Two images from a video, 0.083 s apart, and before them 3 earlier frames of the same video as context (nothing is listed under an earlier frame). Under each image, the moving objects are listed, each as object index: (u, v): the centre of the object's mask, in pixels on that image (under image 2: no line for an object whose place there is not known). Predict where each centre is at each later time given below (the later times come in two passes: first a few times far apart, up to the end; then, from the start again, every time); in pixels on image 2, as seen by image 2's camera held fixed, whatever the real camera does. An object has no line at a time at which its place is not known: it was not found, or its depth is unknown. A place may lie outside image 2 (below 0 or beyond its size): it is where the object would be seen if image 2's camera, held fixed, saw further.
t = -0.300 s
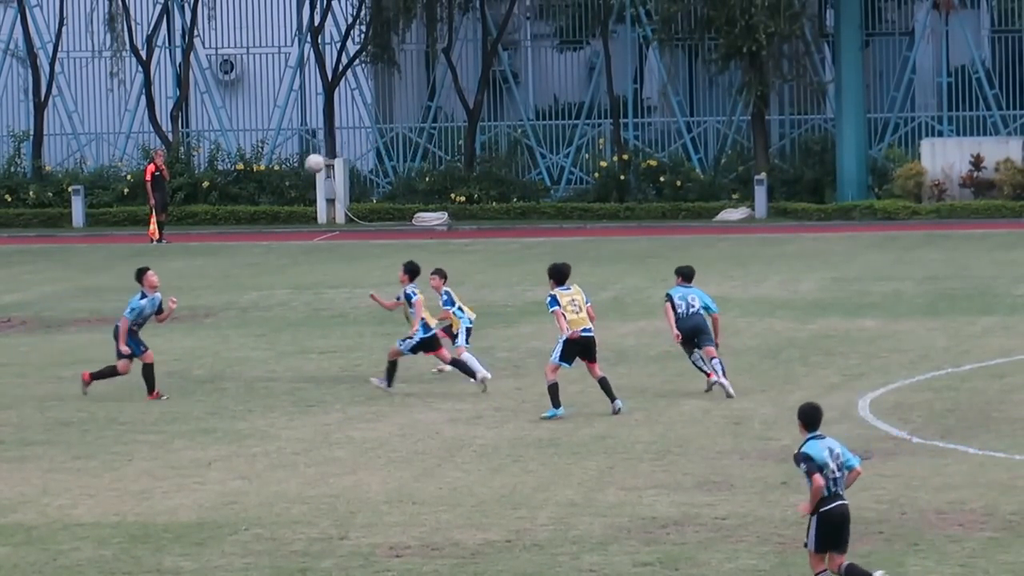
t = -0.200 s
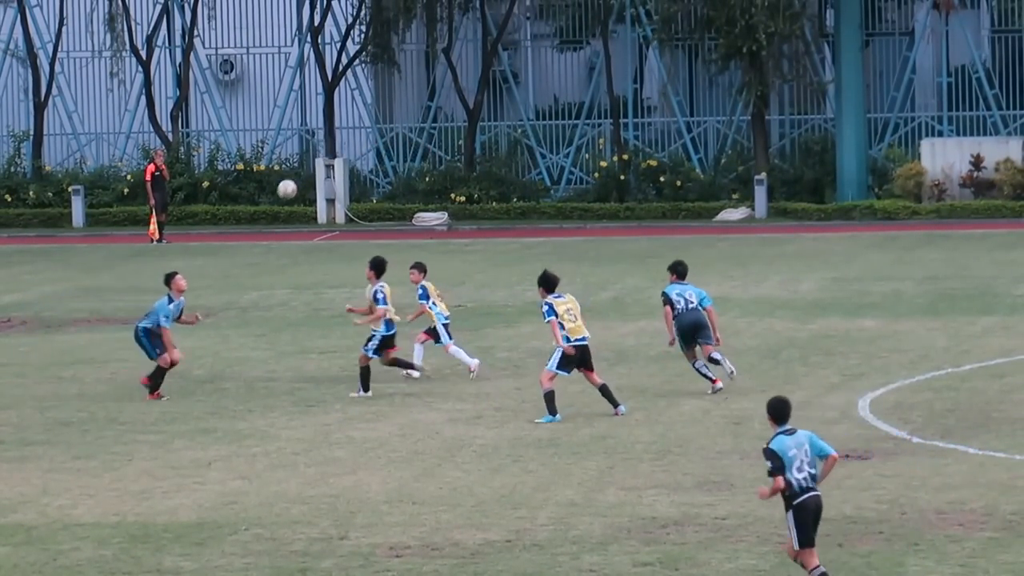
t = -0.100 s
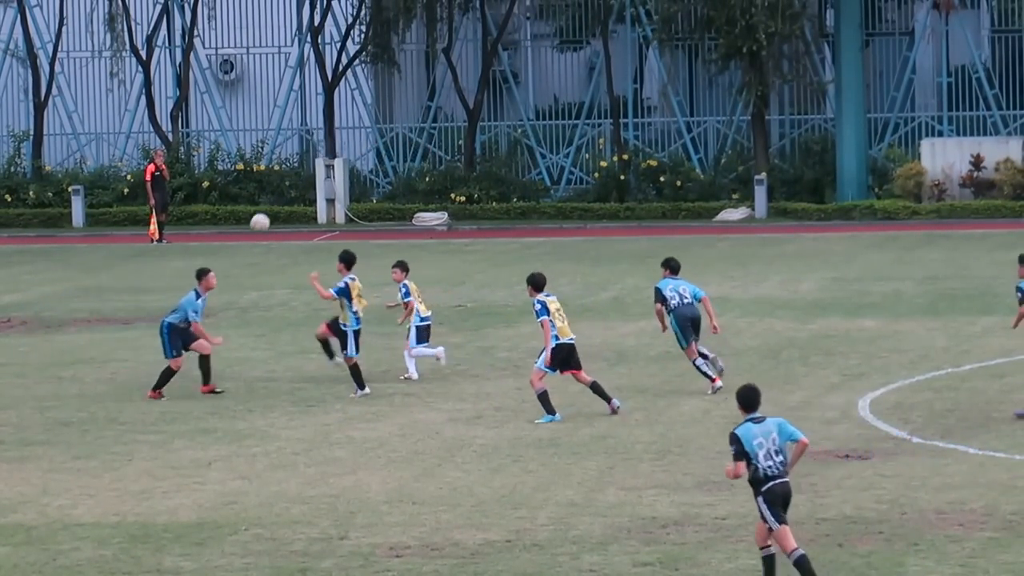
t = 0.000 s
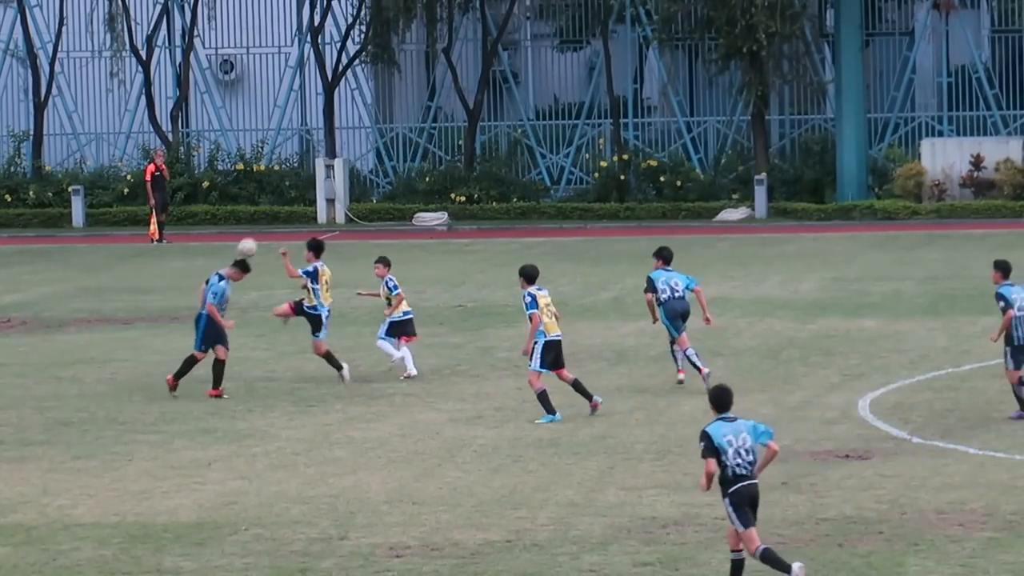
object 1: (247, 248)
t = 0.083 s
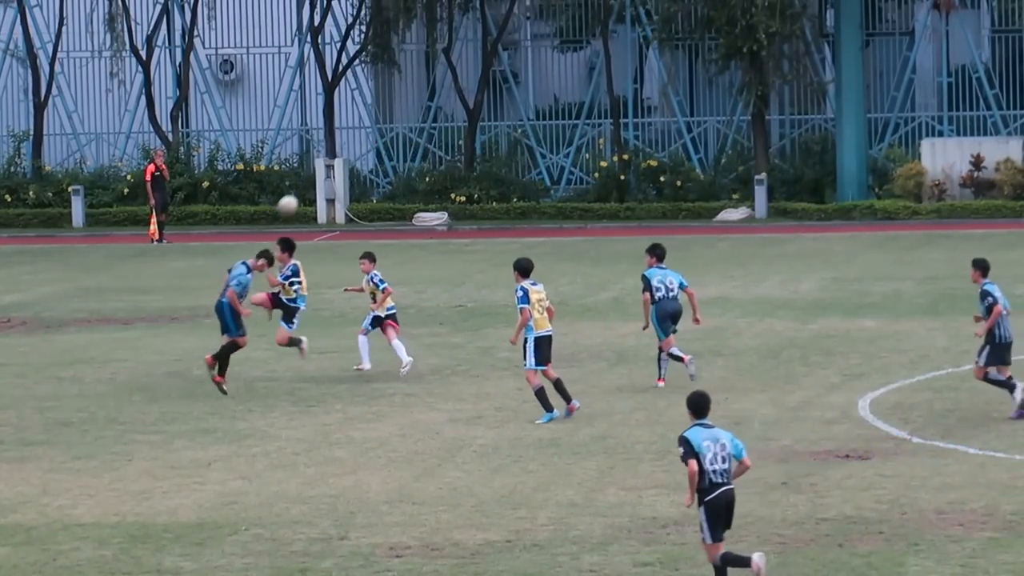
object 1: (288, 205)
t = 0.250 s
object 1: (368, 135)
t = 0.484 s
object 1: (483, 77)
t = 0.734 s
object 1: (606, 64)
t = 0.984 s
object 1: (731, 104)
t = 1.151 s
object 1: (817, 161)
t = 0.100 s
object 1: (296, 196)
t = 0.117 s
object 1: (304, 189)
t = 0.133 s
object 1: (311, 181)
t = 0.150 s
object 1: (320, 175)
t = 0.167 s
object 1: (329, 167)
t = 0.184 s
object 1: (336, 160)
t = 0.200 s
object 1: (344, 154)
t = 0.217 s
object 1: (353, 147)
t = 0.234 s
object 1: (361, 141)
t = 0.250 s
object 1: (368, 135)
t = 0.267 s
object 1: (377, 130)
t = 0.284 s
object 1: (386, 124)
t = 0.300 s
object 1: (393, 118)
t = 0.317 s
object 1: (401, 113)
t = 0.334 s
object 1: (409, 108)
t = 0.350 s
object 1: (418, 104)
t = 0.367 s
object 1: (426, 100)
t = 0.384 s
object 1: (433, 96)
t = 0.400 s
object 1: (442, 92)
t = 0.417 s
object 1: (450, 88)
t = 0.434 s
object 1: (458, 85)
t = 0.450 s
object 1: (466, 82)
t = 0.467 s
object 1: (474, 80)
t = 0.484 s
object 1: (483, 77)
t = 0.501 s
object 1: (491, 74)
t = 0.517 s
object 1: (499, 72)
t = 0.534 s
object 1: (507, 69)
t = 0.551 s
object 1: (515, 68)
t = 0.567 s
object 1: (523, 67)
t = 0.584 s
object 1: (531, 65)
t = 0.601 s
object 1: (540, 63)
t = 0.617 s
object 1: (548, 63)
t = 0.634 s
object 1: (556, 62)
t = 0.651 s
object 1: (564, 61)
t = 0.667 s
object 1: (573, 61)
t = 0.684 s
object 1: (581, 61)
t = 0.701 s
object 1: (589, 62)
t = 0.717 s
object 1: (598, 62)
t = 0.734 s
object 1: (606, 64)
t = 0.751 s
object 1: (614, 65)
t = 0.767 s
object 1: (623, 66)
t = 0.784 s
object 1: (631, 67)
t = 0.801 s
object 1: (639, 69)
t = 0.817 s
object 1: (647, 71)
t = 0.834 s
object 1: (656, 74)
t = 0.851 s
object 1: (665, 76)
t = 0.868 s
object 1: (672, 79)
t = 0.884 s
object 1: (681, 82)
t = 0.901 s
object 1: (690, 85)
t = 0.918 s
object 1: (698, 88)
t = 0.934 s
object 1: (706, 92)
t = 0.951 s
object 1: (714, 96)
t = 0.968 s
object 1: (723, 100)
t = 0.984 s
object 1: (731, 104)
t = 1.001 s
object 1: (740, 109)
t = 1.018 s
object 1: (748, 114)
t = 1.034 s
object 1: (757, 120)
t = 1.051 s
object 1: (765, 125)
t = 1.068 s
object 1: (774, 130)
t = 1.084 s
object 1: (782, 136)
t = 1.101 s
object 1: (791, 142)
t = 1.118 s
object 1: (799, 148)
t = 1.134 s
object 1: (808, 155)
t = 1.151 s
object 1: (817, 161)
